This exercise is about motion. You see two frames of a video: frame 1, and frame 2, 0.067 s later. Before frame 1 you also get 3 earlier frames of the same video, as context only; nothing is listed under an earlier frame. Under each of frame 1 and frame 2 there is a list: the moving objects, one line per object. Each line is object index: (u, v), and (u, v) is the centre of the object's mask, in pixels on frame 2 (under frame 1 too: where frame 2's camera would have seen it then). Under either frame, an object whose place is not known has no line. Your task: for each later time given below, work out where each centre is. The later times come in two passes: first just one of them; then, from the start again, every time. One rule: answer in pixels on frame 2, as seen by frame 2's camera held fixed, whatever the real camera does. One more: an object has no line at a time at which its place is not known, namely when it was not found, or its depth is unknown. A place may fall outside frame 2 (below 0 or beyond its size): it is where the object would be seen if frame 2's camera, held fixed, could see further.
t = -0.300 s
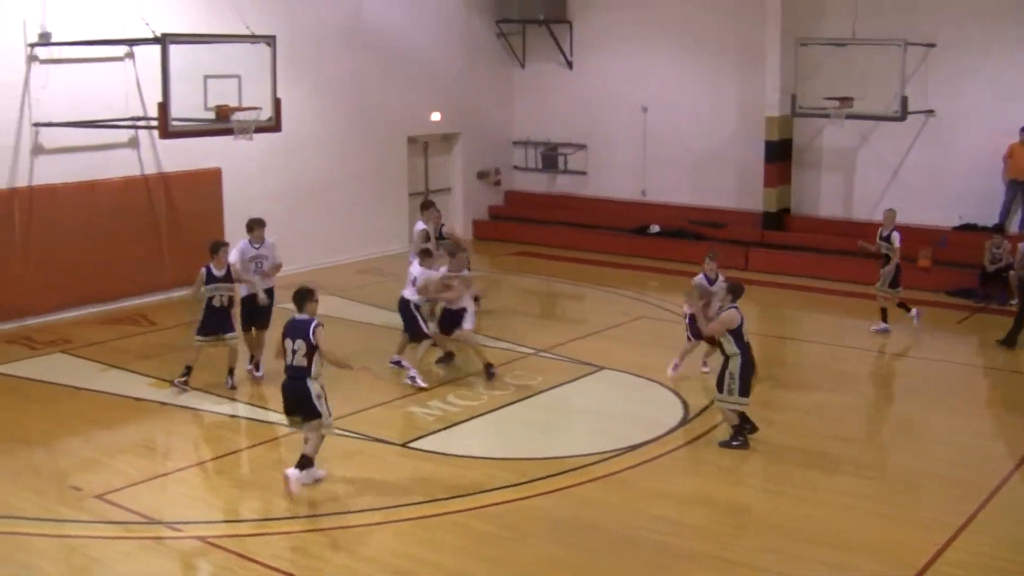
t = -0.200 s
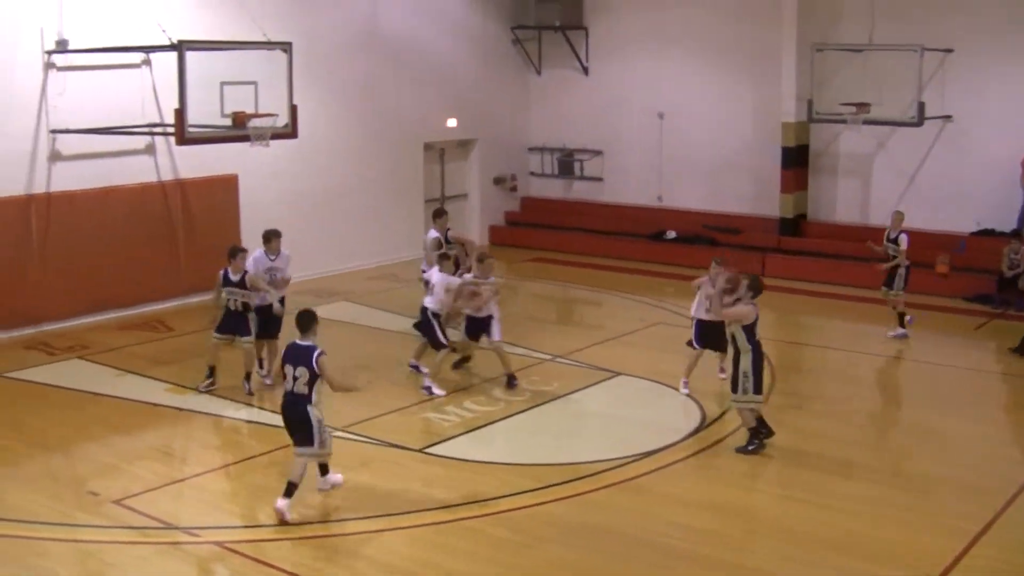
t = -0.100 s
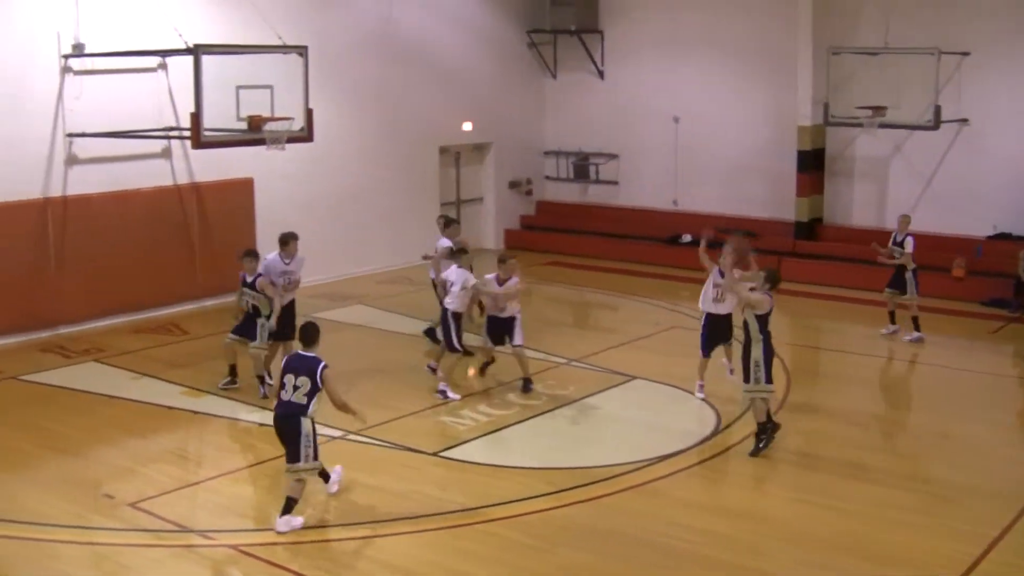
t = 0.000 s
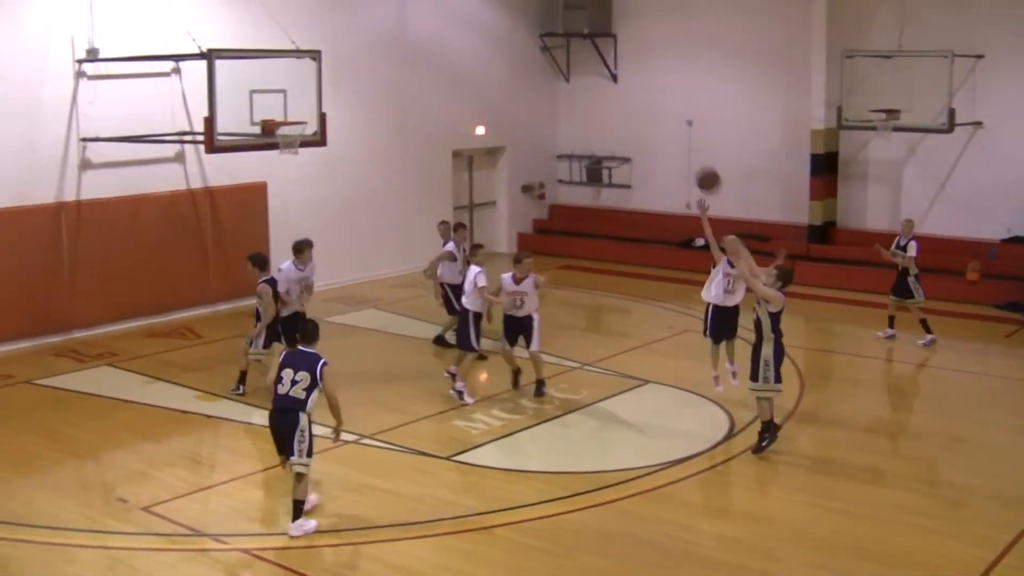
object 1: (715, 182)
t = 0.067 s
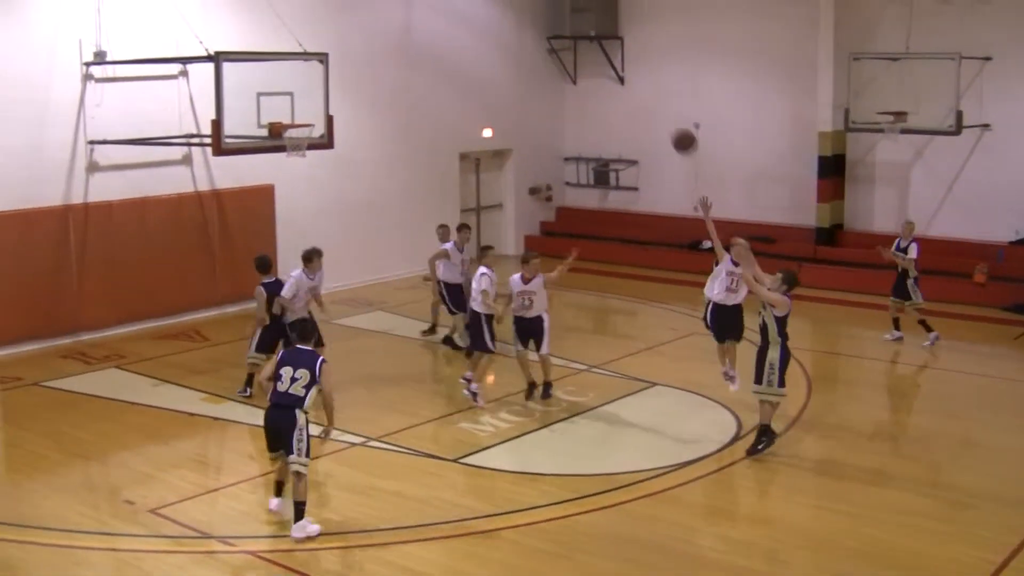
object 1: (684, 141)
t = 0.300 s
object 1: (585, 44)
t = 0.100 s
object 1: (669, 122)
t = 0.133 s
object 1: (654, 105)
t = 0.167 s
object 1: (641, 90)
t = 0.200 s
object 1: (627, 77)
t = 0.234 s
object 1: (613, 64)
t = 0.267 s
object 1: (598, 53)
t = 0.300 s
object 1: (585, 44)
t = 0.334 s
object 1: (572, 34)
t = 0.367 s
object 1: (559, 25)
